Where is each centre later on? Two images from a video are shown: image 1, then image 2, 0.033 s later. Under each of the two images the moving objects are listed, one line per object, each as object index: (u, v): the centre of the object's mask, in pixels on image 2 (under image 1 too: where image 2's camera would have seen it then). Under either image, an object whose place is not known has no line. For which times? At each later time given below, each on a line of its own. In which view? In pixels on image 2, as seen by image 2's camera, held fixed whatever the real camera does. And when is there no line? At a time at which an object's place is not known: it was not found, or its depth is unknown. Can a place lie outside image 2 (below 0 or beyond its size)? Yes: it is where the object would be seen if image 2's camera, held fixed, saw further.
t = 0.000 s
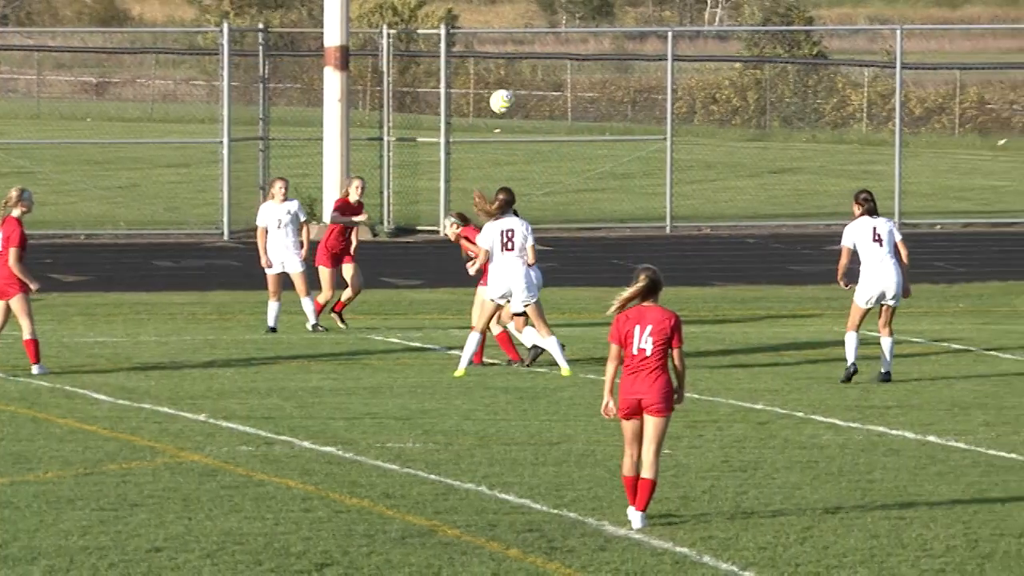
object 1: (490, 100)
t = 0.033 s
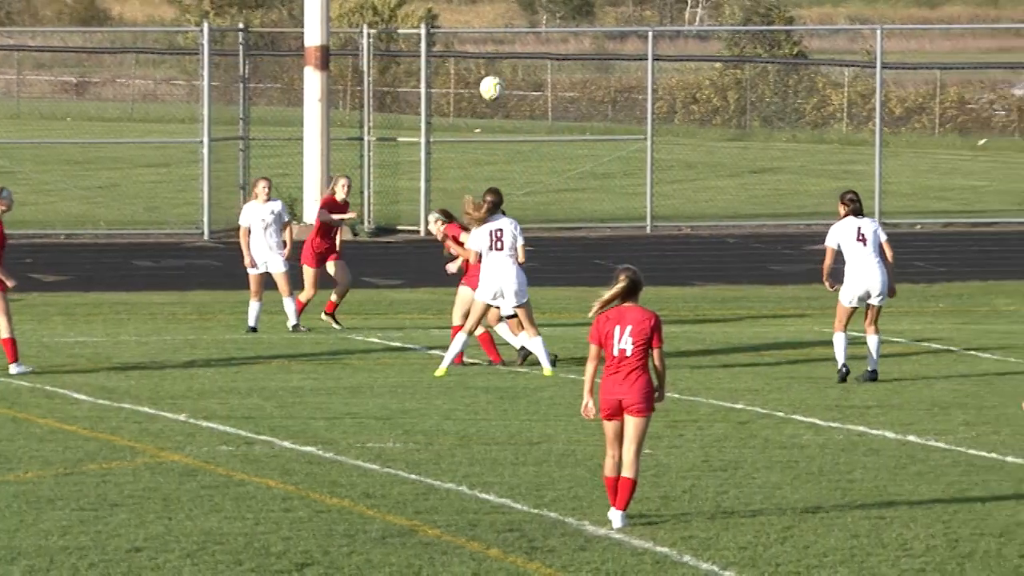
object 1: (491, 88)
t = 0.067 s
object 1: (492, 75)
